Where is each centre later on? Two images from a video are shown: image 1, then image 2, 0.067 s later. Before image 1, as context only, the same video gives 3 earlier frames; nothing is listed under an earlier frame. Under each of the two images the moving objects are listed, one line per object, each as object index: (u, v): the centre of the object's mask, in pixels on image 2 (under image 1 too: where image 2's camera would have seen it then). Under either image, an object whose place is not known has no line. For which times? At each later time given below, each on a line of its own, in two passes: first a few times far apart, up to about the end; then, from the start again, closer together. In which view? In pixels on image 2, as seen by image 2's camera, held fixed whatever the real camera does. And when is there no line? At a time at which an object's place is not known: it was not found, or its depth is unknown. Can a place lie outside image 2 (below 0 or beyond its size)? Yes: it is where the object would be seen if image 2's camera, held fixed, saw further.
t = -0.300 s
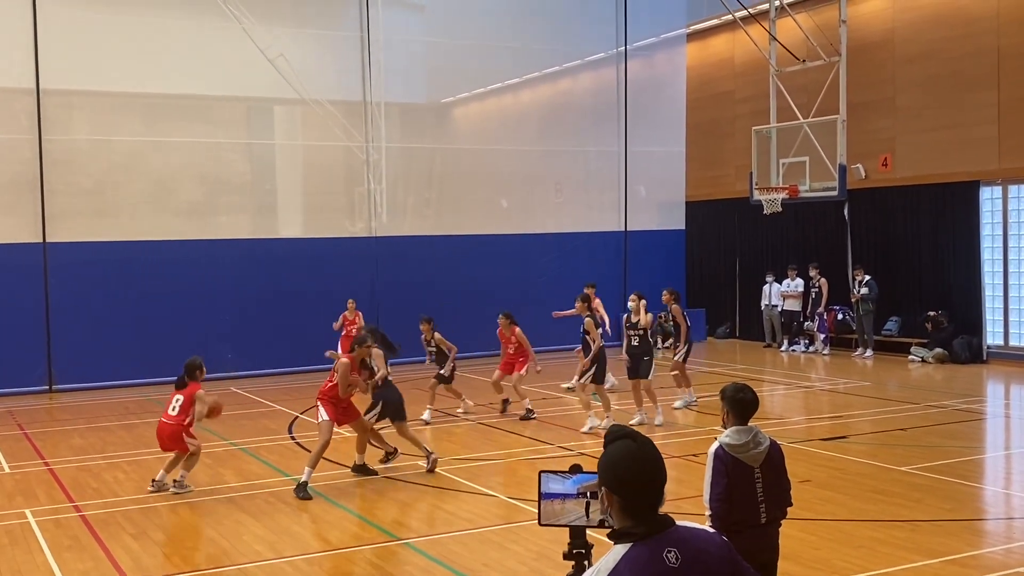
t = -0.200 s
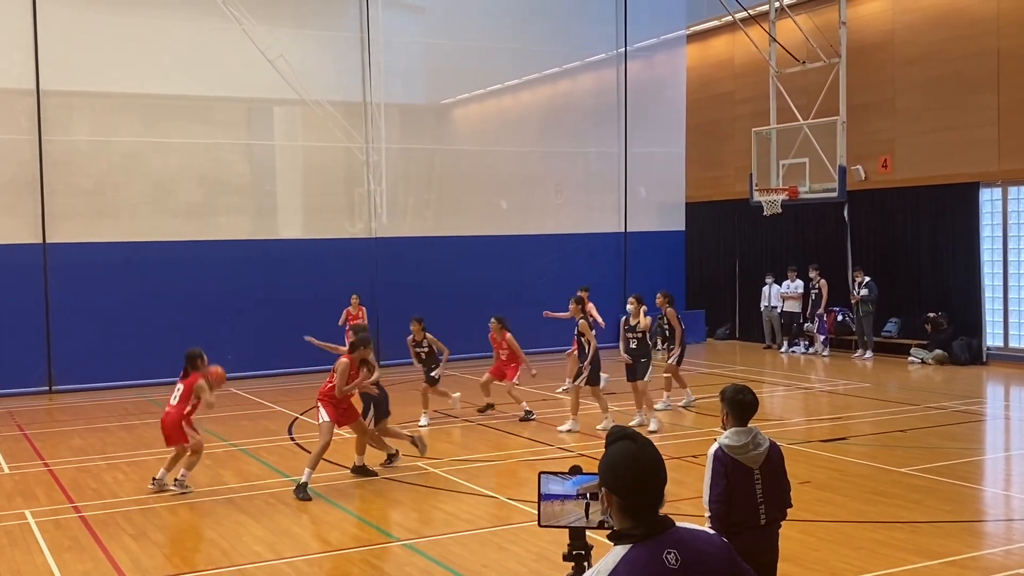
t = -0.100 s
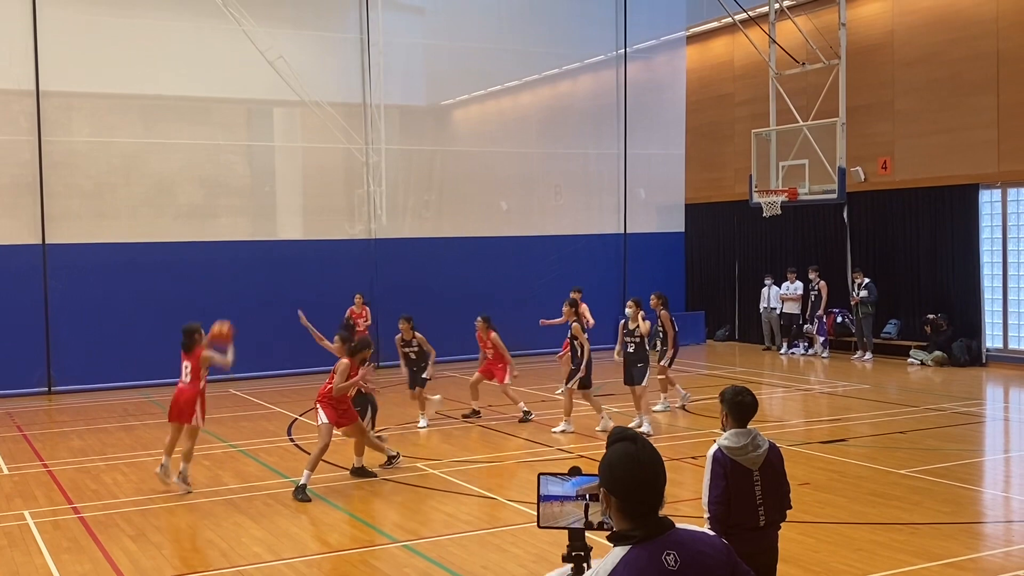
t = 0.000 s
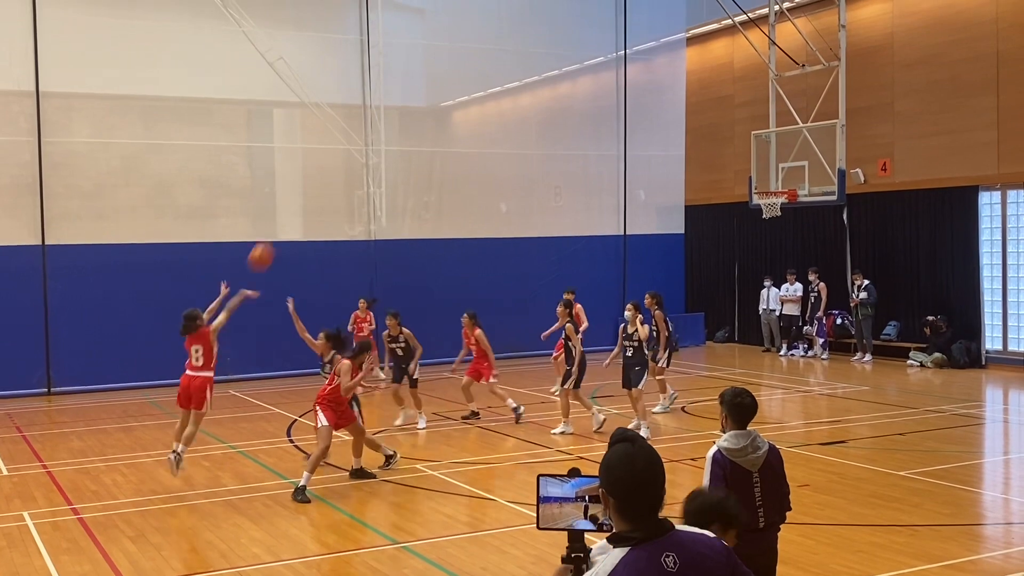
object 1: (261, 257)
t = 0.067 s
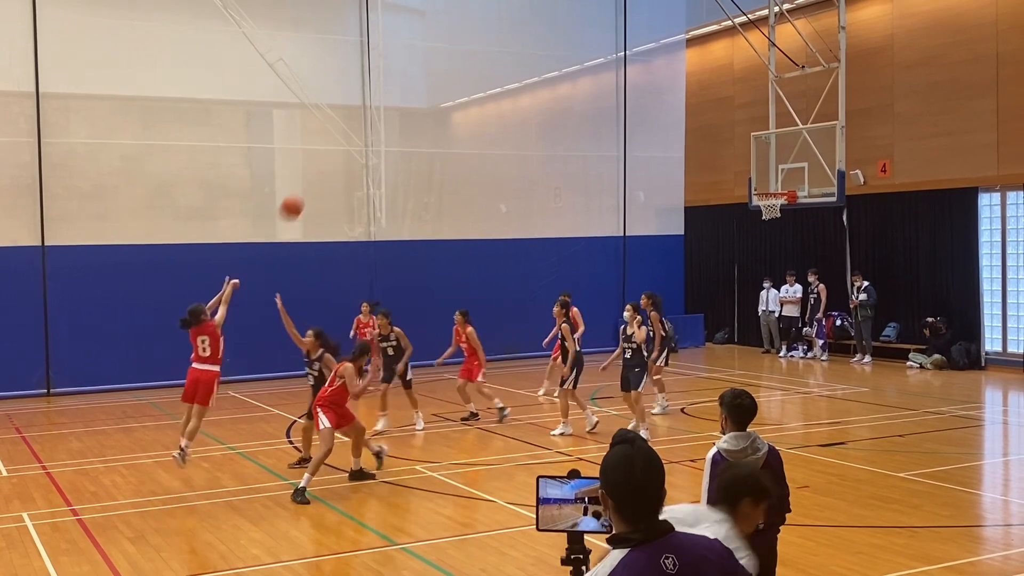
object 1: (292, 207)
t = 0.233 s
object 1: (362, 106)
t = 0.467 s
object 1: (452, 17)
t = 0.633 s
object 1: (510, -9)
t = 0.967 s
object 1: (616, -6)
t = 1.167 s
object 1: (674, 38)
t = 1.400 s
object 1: (735, 119)
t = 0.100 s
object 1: (307, 183)
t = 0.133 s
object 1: (321, 163)
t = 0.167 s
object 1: (335, 142)
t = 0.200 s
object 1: (348, 124)
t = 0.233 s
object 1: (362, 106)
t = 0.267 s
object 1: (376, 90)
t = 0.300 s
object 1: (389, 75)
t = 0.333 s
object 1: (402, 61)
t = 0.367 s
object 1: (414, 48)
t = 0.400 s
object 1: (427, 37)
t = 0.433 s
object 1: (440, 26)
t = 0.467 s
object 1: (452, 17)
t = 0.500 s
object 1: (464, 8)
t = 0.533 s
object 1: (476, 1)
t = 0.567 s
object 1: (487, -3)
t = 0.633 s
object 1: (510, -9)
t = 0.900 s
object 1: (596, -11)
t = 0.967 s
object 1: (616, -6)
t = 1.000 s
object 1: (626, -1)
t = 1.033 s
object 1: (636, 6)
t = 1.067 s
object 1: (645, 13)
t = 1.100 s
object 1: (655, 21)
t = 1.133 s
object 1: (664, 29)
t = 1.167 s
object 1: (674, 38)
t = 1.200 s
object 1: (683, 48)
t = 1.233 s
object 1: (692, 59)
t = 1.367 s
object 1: (727, 106)
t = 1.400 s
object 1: (735, 119)
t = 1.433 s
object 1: (743, 133)
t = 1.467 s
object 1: (751, 148)
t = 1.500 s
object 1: (759, 163)
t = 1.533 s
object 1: (766, 179)
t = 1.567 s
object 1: (776, 192)
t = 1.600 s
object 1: (783, 209)
